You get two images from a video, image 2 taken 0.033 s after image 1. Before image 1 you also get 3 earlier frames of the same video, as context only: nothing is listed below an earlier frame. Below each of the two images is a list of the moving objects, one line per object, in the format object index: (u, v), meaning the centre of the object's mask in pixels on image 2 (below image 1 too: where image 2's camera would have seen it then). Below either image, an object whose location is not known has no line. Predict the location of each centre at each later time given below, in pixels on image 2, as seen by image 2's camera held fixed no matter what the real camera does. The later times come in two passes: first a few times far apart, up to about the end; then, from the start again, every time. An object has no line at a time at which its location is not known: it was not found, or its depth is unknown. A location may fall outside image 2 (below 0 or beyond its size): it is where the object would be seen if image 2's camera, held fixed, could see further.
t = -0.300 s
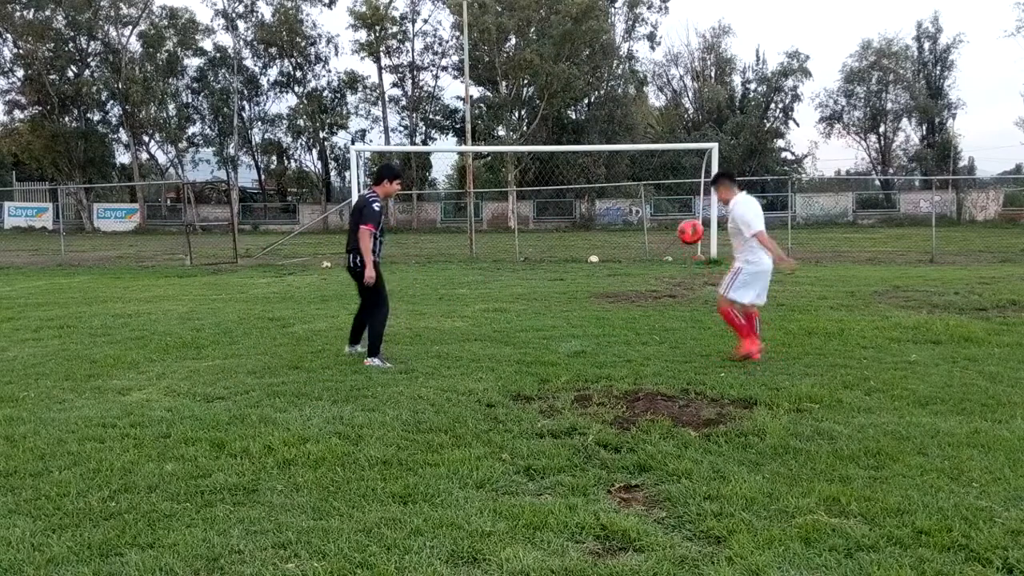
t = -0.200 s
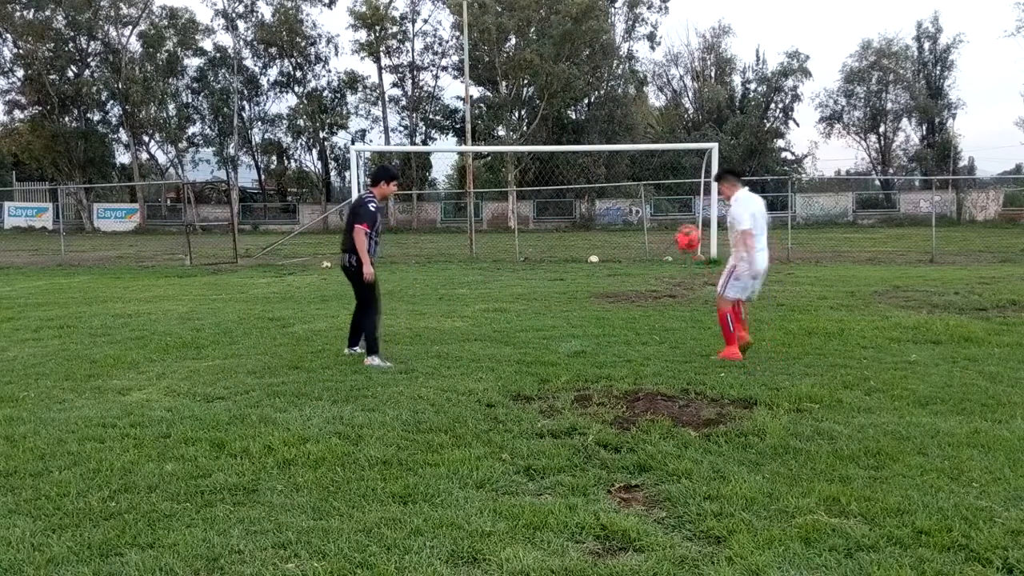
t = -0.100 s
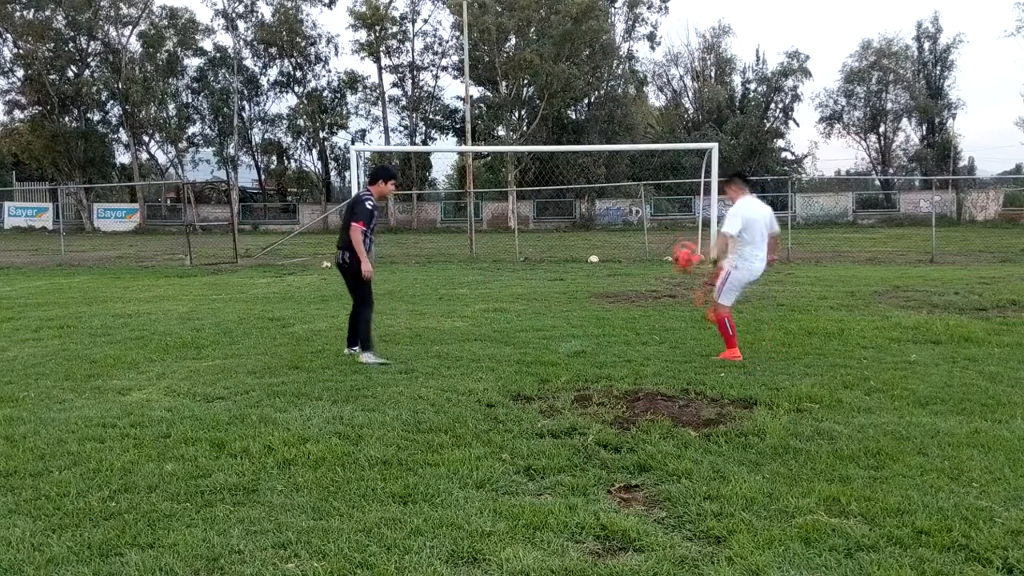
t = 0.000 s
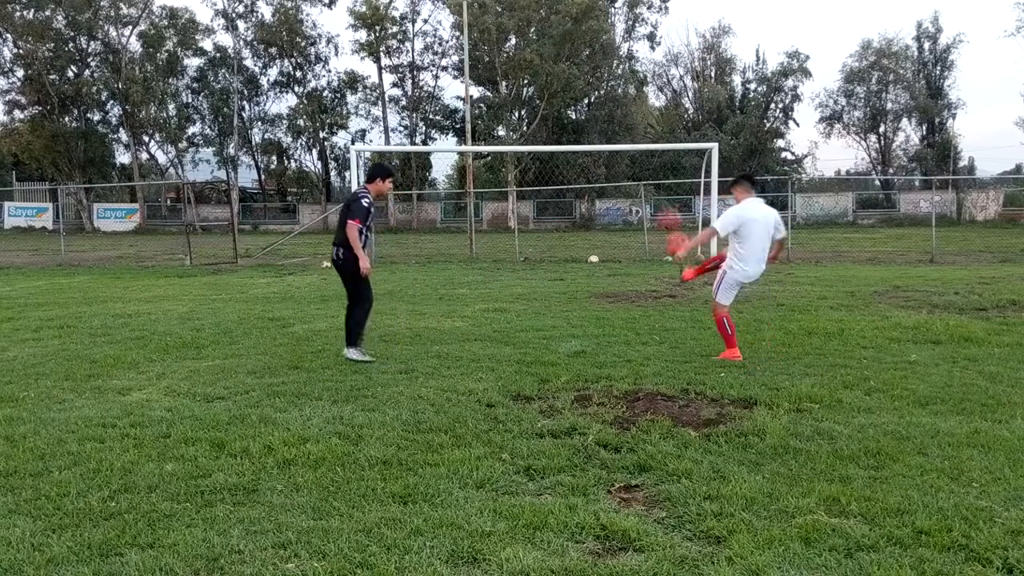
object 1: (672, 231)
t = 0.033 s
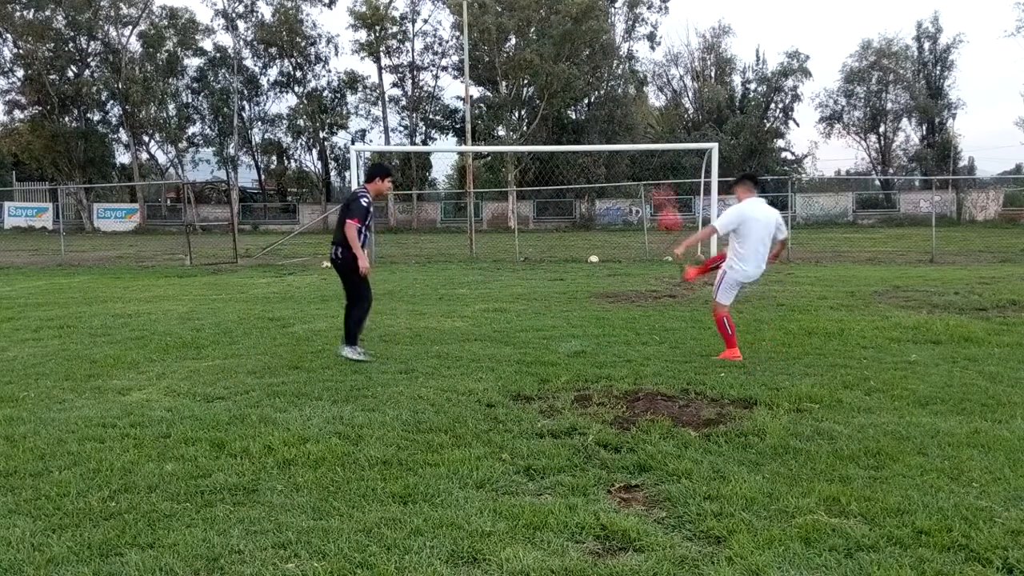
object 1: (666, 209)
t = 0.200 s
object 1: (630, 111)
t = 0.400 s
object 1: (590, 34)
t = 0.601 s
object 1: (552, 7)
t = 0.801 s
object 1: (512, 13)
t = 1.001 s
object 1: (480, 65)
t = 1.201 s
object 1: (444, 160)
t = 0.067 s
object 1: (659, 187)
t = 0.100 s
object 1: (652, 169)
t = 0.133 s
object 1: (645, 148)
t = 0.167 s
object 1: (637, 127)
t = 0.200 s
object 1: (630, 111)
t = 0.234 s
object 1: (624, 96)
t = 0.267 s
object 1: (617, 81)
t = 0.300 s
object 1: (610, 66)
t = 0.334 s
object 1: (603, 54)
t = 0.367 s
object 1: (596, 44)
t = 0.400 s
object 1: (590, 34)
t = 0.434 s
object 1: (583, 26)
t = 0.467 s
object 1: (576, 17)
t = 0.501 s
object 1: (571, 13)
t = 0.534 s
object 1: (564, 9)
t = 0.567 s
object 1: (559, 8)
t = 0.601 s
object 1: (552, 7)
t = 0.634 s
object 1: (546, 6)
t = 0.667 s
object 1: (538, 6)
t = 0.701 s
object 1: (531, 6)
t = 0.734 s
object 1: (525, 7)
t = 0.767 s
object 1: (519, 8)
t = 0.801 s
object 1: (512, 13)
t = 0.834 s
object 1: (508, 18)
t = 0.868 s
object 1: (502, 25)
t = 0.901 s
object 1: (496, 34)
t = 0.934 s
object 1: (489, 44)
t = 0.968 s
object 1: (484, 53)
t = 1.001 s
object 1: (480, 65)
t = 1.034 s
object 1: (476, 73)
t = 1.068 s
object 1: (467, 92)
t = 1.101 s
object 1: (460, 108)
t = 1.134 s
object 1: (455, 125)
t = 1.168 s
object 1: (451, 140)
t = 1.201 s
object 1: (444, 160)
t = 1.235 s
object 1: (440, 178)
